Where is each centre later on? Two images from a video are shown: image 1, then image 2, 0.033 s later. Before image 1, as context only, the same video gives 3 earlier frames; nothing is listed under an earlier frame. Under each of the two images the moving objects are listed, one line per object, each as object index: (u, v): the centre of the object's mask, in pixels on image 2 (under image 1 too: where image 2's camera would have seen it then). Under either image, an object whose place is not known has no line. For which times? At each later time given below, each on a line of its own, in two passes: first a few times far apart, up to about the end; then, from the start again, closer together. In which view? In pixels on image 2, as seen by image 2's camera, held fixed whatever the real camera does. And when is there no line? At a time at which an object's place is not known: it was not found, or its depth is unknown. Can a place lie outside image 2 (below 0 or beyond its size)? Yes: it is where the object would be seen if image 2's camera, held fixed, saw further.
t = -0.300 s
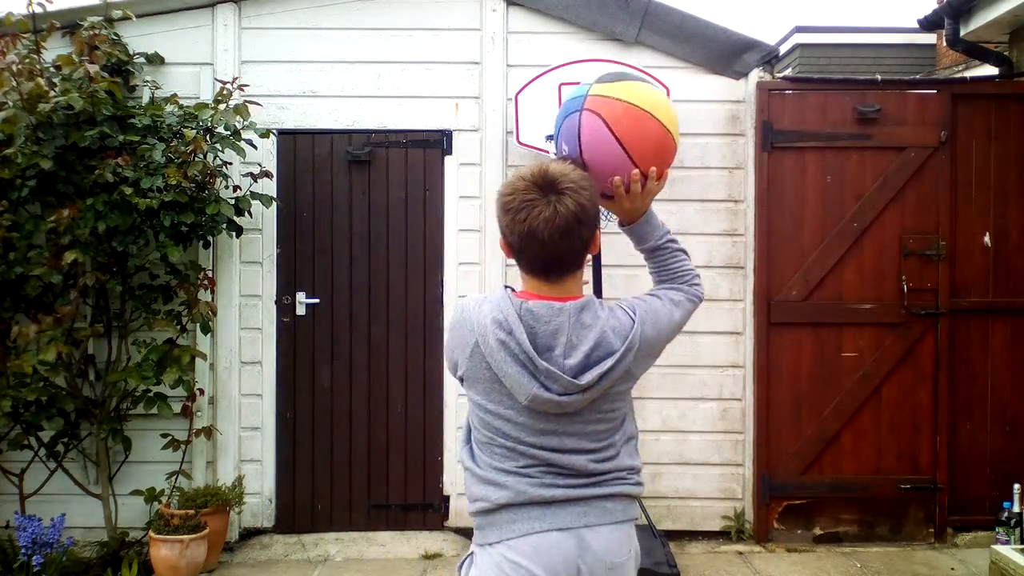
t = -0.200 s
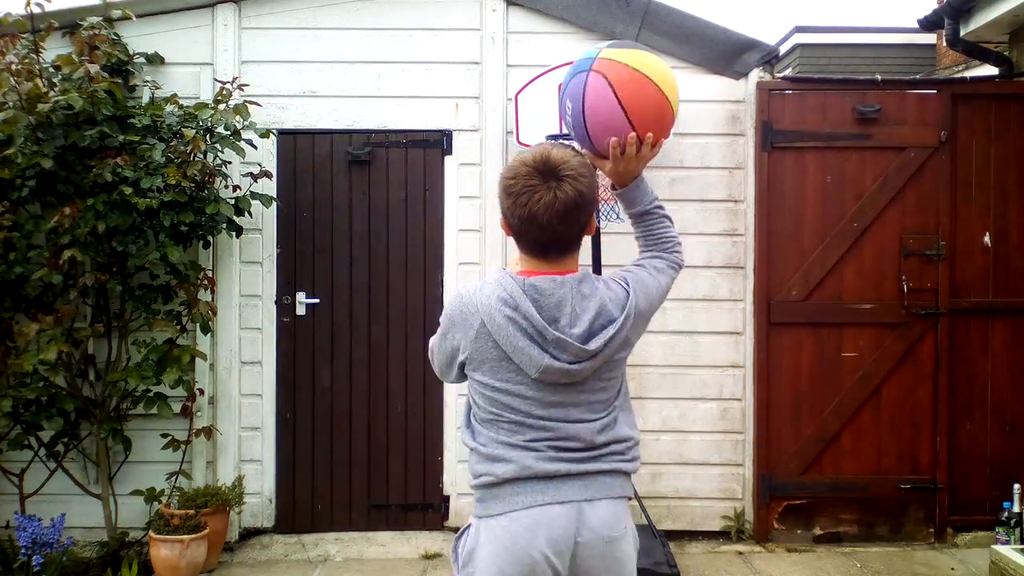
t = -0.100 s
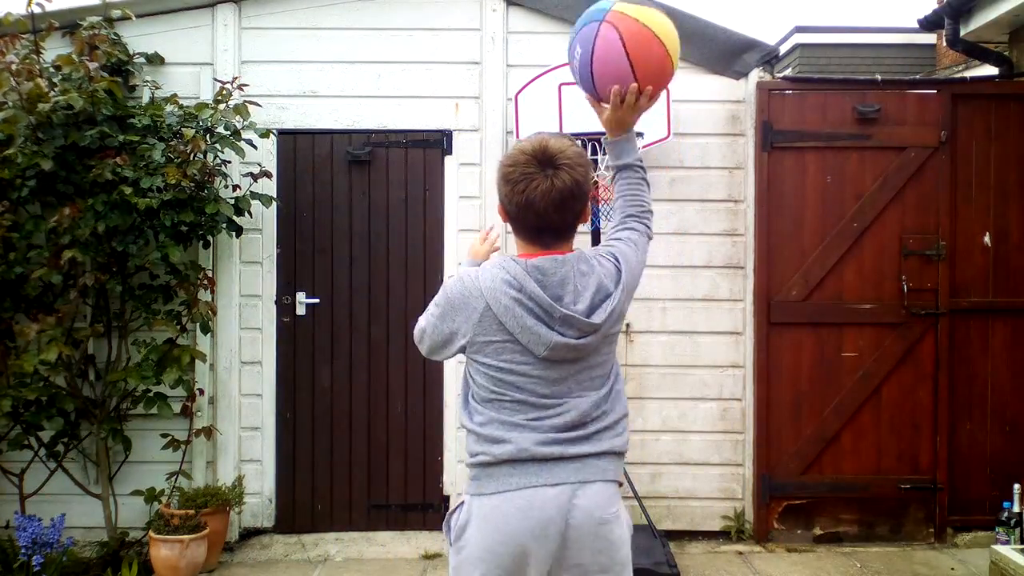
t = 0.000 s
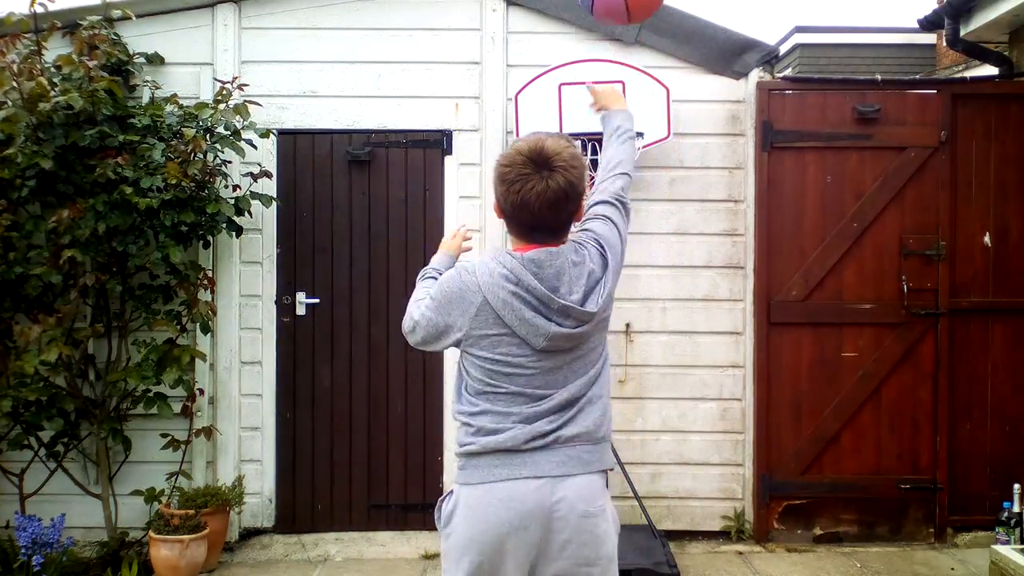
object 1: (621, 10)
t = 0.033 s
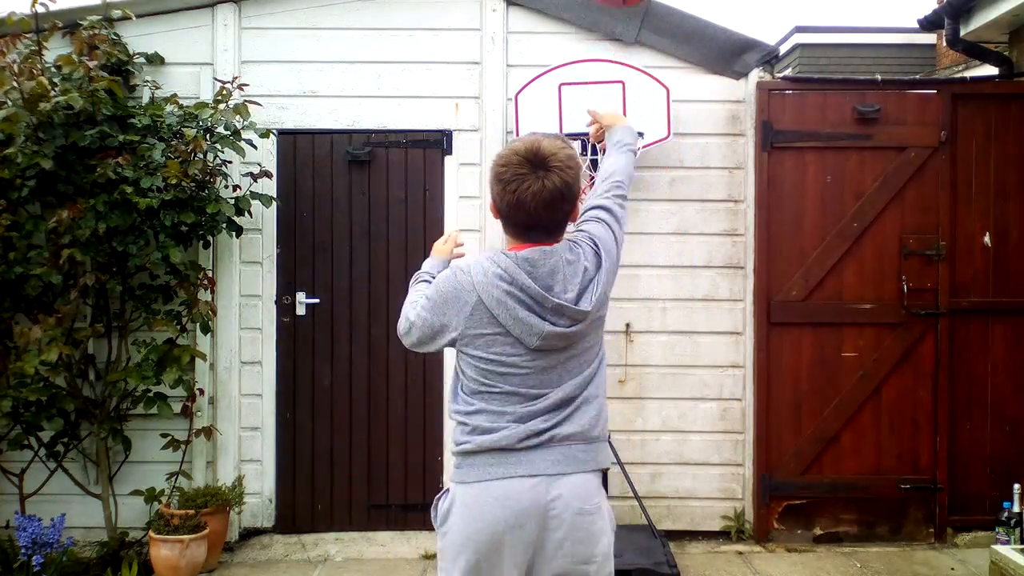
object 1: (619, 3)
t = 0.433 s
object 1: (610, 55)
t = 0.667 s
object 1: (583, 217)
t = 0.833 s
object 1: (553, 365)
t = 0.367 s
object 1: (610, 22)
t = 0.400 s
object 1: (610, 33)
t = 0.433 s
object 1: (610, 55)
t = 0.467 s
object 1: (609, 80)
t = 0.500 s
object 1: (608, 105)
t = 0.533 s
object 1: (606, 128)
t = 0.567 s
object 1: (604, 156)
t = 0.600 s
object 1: (596, 176)
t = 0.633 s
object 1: (590, 196)
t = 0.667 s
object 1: (583, 217)
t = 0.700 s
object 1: (577, 241)
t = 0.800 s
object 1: (559, 331)
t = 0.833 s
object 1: (553, 365)
